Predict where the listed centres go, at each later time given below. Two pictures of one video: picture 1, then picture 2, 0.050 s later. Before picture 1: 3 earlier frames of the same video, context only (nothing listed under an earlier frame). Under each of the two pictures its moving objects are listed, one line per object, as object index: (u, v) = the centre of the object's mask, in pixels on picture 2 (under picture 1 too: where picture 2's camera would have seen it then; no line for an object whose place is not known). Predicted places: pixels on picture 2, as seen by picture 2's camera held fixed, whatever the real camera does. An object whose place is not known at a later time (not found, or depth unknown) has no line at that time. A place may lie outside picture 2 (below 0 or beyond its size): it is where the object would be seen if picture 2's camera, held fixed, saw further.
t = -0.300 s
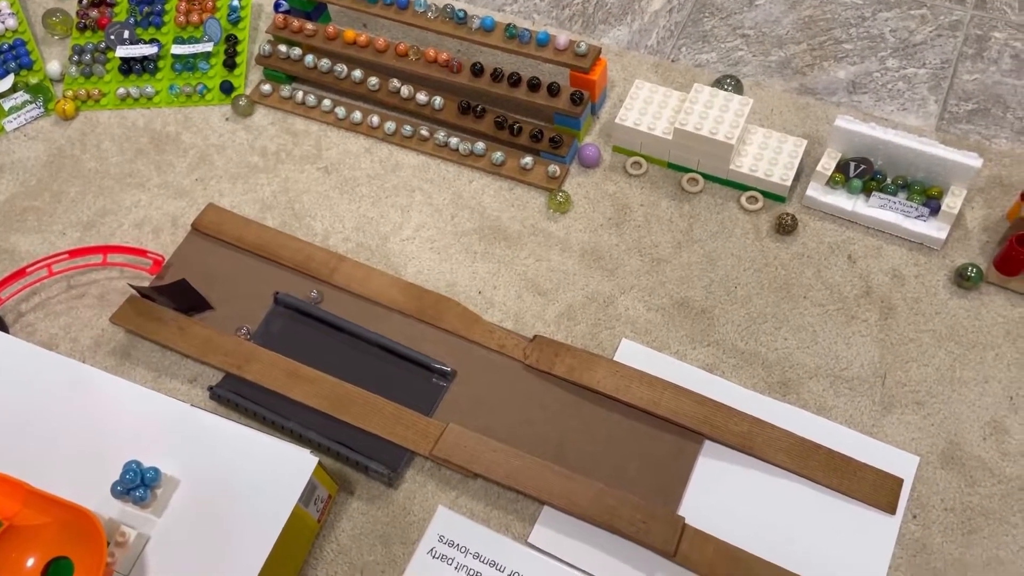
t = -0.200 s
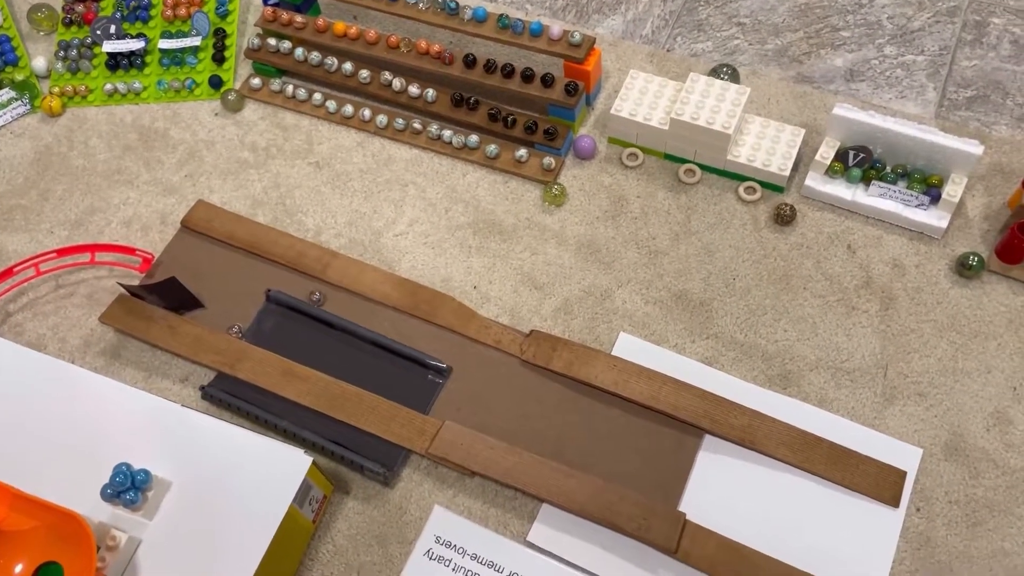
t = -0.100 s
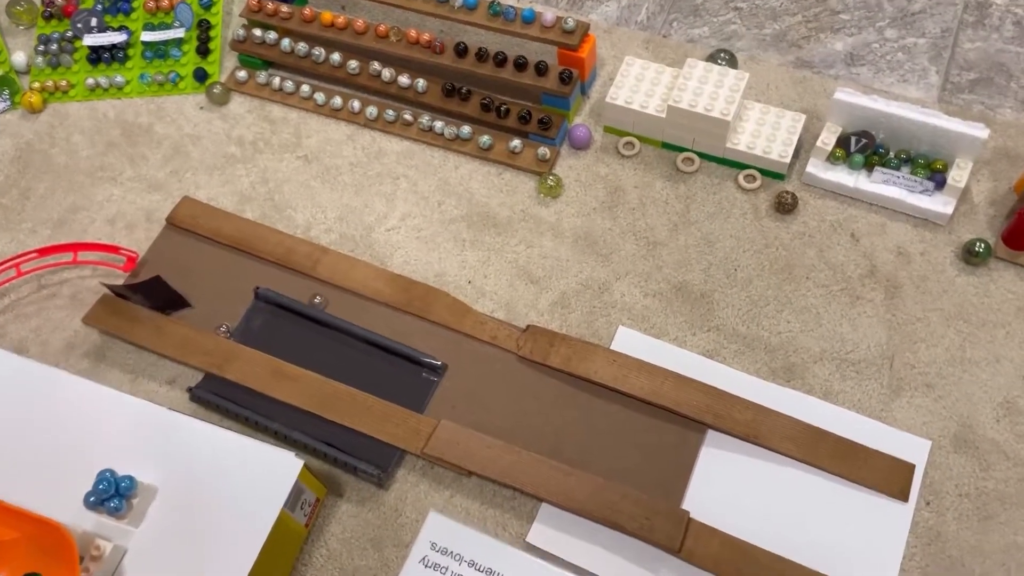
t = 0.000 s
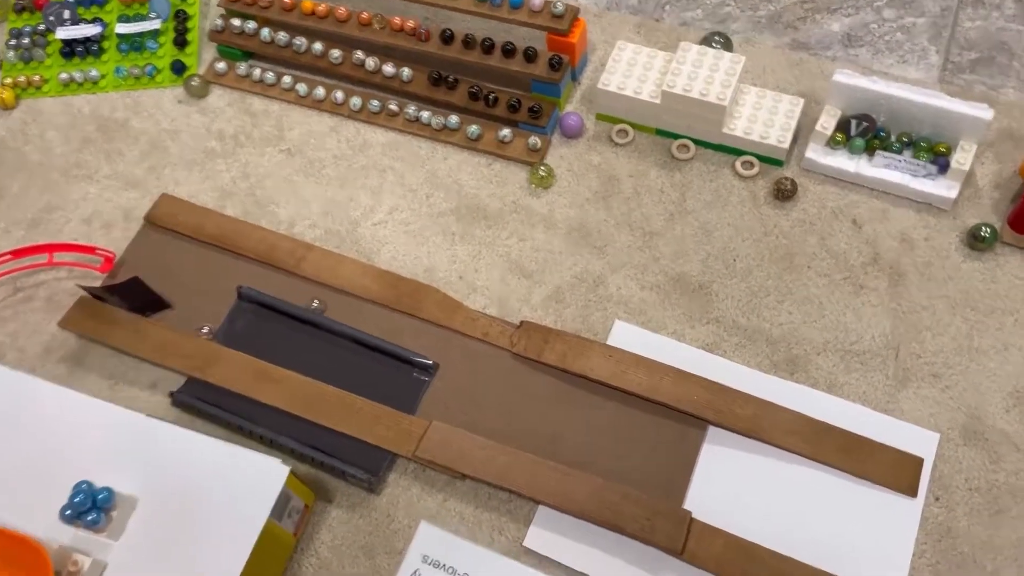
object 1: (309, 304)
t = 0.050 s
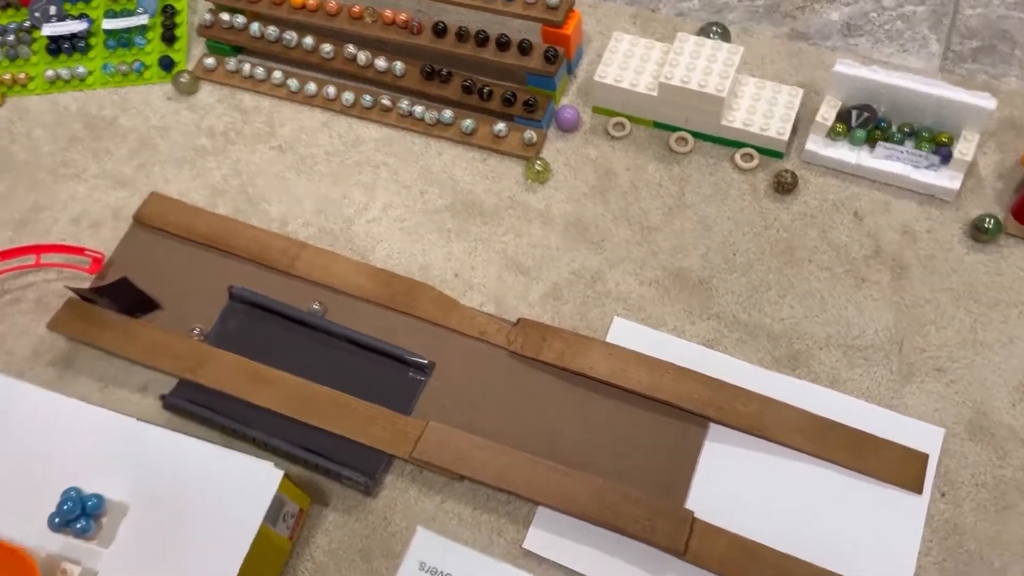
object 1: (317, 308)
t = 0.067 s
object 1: (319, 309)
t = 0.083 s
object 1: (322, 310)
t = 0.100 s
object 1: (324, 311)
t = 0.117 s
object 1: (326, 311)
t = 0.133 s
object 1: (328, 313)
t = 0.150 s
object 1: (331, 314)
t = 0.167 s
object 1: (333, 314)
